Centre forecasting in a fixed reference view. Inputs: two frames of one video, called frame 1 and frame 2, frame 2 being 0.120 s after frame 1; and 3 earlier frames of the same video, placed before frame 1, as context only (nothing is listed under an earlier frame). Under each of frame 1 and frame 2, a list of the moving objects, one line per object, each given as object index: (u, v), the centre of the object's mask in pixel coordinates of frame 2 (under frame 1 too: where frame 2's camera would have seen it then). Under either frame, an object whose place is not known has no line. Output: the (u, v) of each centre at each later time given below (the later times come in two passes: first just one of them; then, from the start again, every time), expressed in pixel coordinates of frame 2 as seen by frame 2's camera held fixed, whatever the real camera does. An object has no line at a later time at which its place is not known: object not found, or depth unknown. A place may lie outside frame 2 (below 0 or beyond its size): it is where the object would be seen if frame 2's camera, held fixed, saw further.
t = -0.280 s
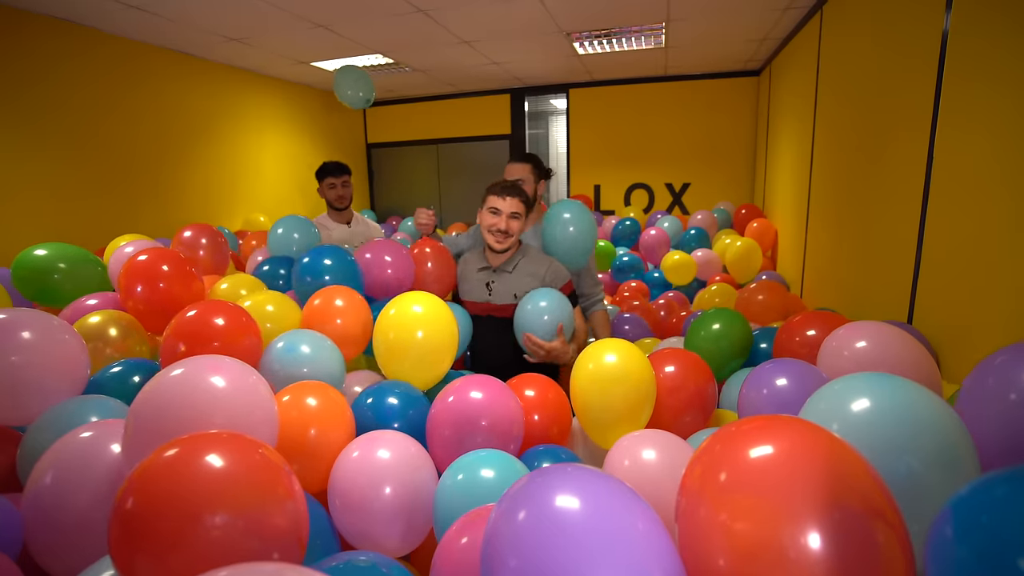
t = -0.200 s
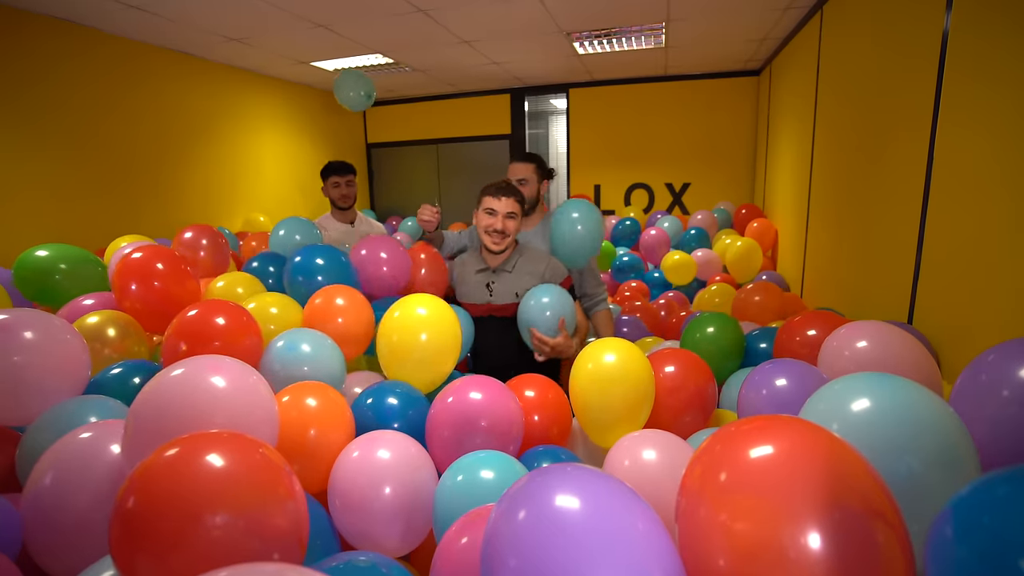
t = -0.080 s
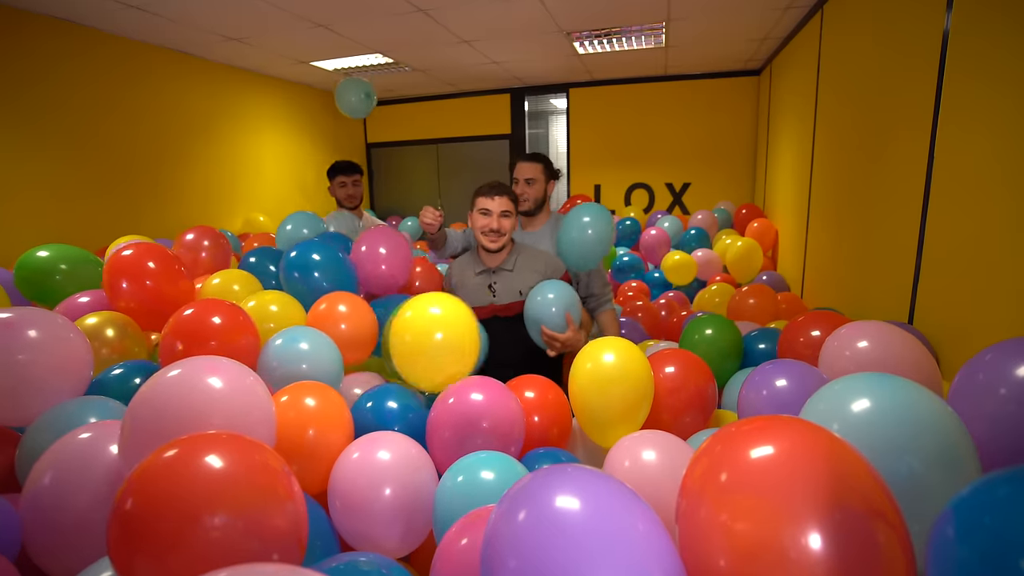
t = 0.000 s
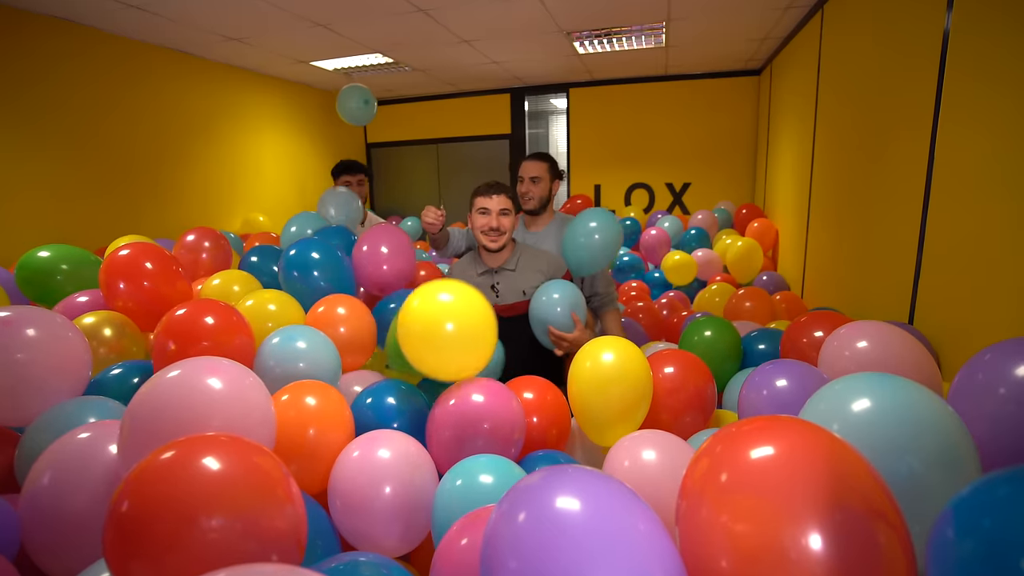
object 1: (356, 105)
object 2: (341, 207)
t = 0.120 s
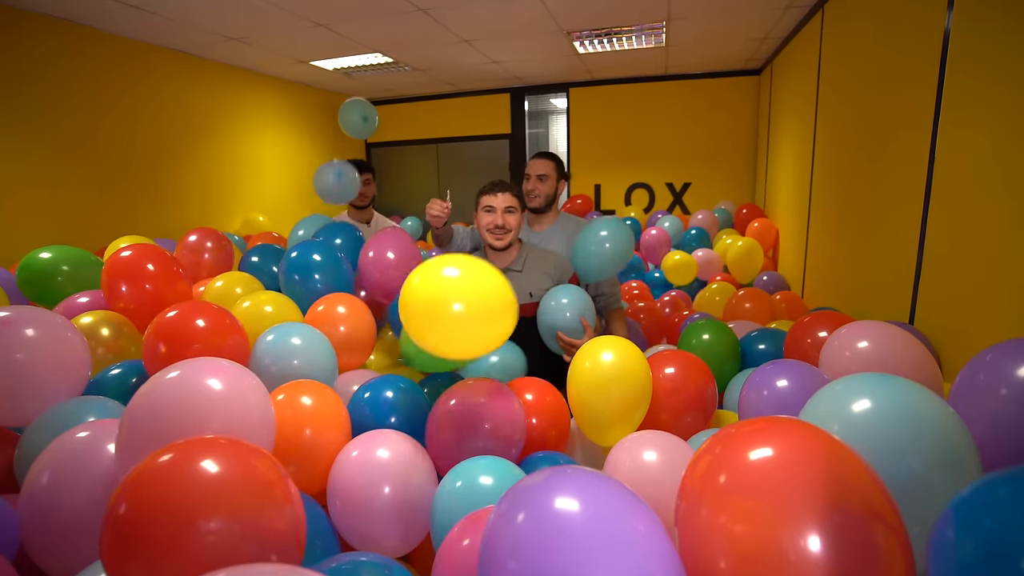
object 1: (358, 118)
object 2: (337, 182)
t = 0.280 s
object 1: (363, 140)
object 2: (334, 158)
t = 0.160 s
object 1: (358, 124)
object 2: (336, 175)
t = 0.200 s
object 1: (359, 130)
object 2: (335, 168)
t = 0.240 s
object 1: (361, 135)
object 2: (335, 162)
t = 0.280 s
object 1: (363, 140)
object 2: (334, 158)
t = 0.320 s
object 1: (364, 137)
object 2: (334, 153)
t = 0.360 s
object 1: (364, 133)
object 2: (334, 150)
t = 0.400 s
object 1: (363, 130)
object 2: (335, 147)
